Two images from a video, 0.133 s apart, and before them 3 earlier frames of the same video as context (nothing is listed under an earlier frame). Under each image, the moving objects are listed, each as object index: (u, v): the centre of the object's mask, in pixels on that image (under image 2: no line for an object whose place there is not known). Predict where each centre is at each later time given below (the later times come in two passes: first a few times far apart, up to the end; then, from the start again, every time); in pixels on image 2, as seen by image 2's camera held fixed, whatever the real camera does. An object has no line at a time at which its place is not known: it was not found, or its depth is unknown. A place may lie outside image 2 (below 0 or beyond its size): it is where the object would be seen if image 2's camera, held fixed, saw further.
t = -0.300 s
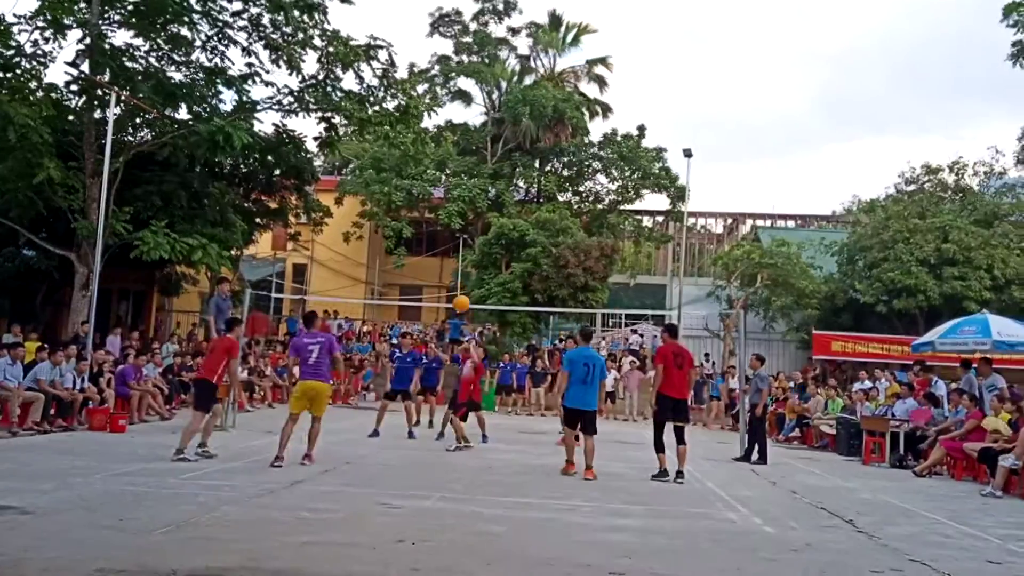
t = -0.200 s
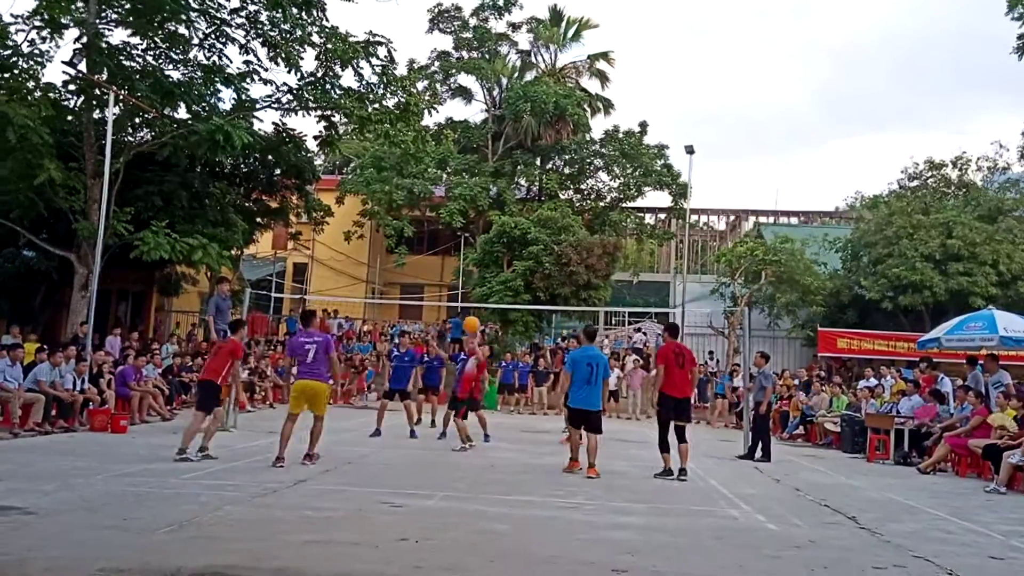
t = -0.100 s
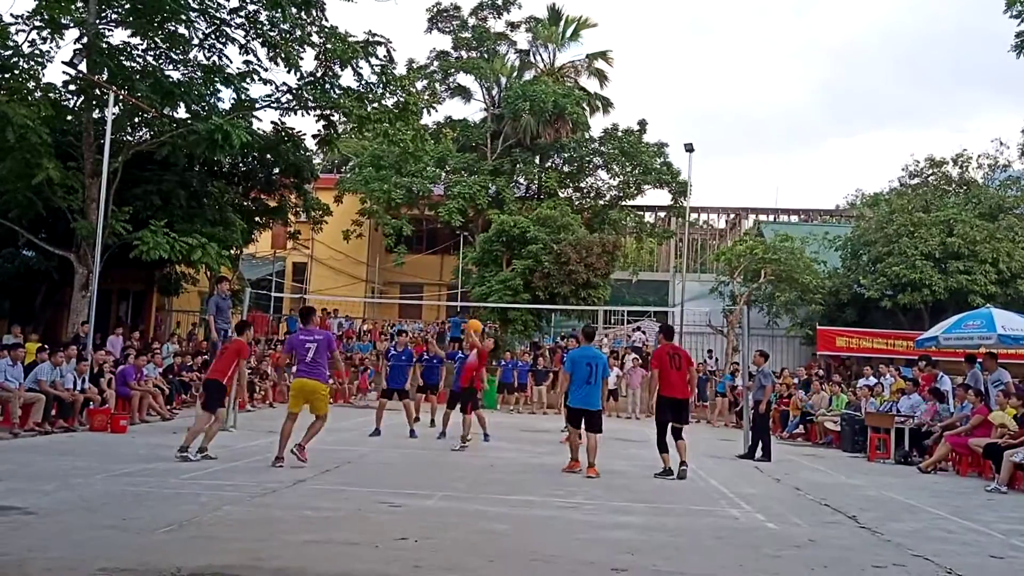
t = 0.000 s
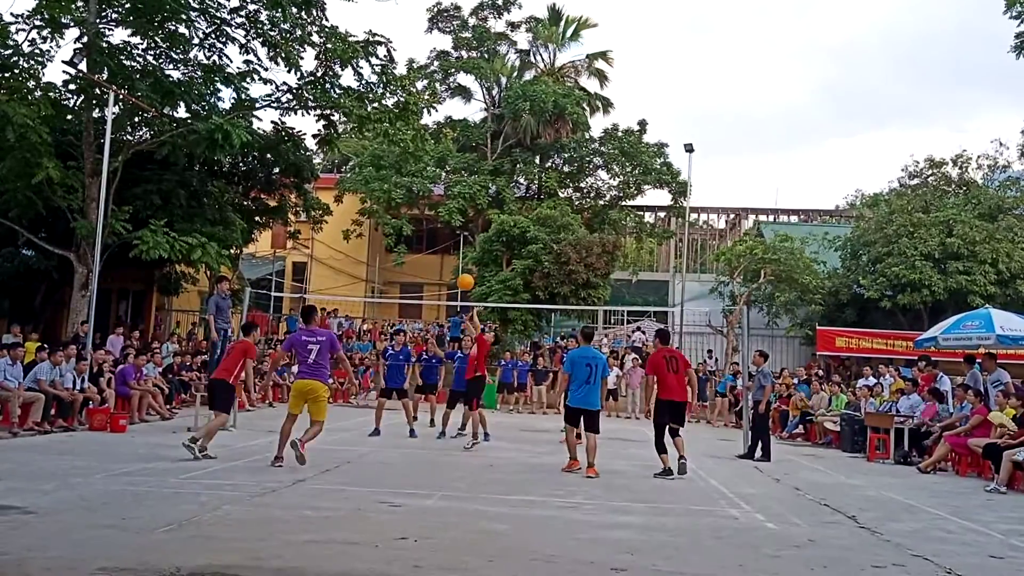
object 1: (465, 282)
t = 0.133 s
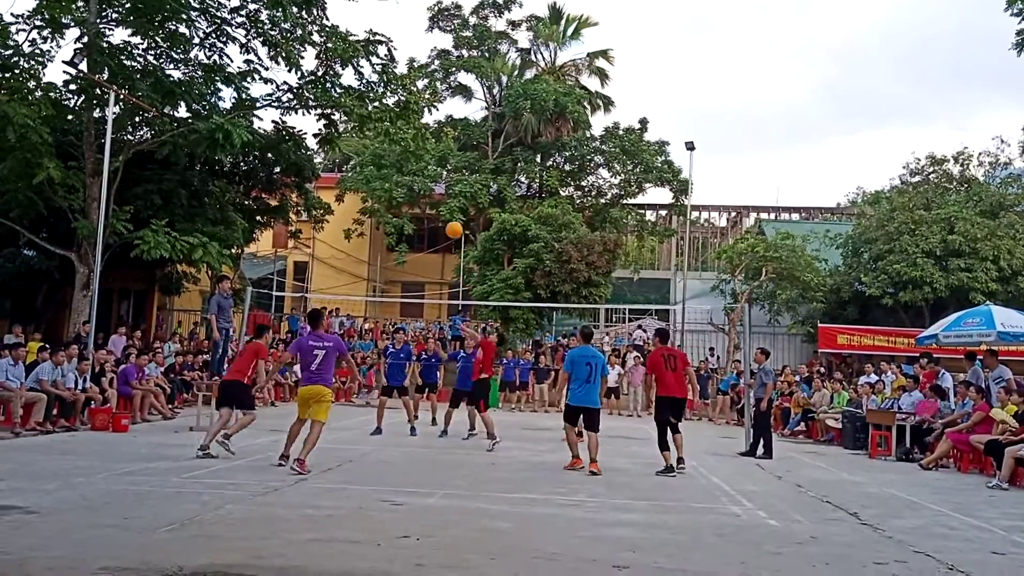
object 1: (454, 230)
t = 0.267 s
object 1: (442, 193)
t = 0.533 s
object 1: (418, 156)
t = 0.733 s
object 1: (399, 159)
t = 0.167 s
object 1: (451, 219)
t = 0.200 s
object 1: (448, 210)
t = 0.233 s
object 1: (444, 200)
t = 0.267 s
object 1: (442, 193)
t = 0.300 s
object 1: (439, 186)
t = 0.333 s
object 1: (436, 178)
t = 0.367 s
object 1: (433, 173)
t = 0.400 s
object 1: (430, 168)
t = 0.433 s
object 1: (428, 164)
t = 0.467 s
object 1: (424, 161)
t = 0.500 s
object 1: (421, 158)
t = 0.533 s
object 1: (418, 156)
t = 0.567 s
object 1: (415, 154)
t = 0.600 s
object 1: (411, 154)
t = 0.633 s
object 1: (408, 154)
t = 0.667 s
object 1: (405, 155)
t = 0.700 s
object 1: (402, 156)
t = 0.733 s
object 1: (399, 159)
